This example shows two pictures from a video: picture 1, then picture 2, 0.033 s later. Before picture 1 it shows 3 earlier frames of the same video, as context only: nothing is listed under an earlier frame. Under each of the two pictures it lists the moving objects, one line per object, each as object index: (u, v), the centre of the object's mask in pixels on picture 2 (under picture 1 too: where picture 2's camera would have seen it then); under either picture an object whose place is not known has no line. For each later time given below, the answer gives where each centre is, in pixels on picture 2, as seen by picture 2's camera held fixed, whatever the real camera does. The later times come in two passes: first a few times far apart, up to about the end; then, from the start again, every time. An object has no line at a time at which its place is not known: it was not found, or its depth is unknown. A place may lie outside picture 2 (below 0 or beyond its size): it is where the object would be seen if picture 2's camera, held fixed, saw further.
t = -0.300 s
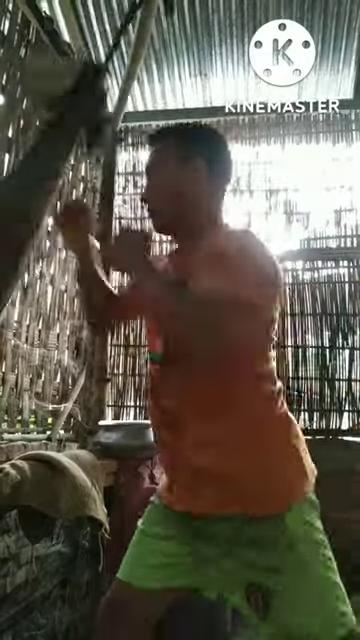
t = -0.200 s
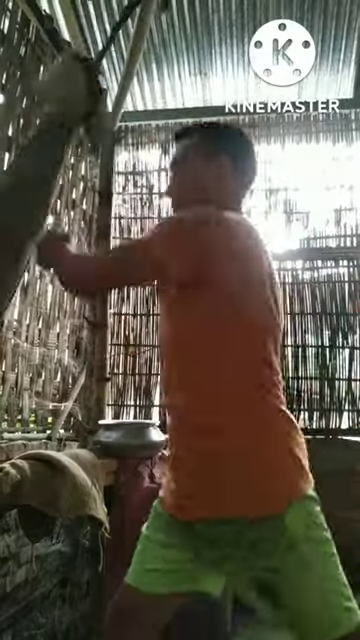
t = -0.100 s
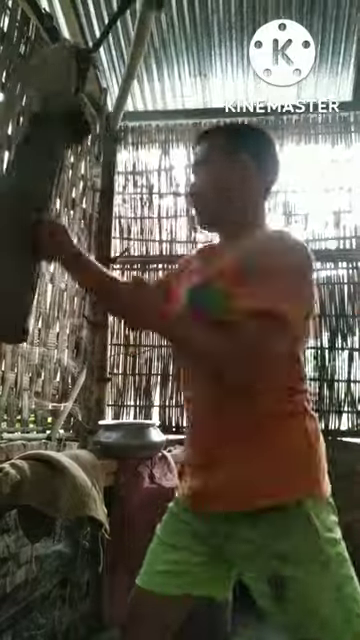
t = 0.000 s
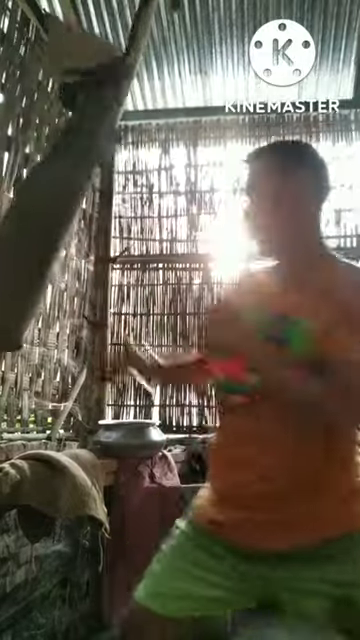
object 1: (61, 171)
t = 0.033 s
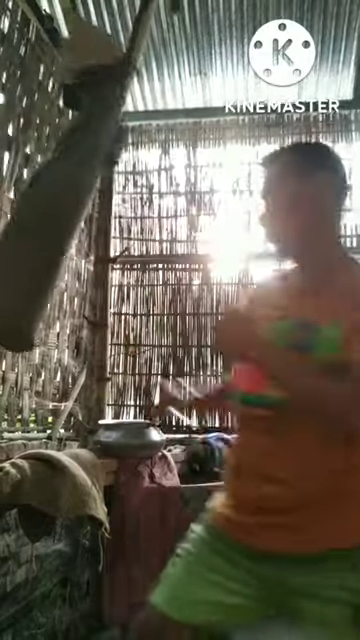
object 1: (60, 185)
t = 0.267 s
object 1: (169, 195)
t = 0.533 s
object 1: (282, 183)
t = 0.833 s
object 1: (263, 206)
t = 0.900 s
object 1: (242, 213)
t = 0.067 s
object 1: (69, 183)
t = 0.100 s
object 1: (84, 191)
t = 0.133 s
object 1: (93, 191)
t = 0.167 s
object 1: (104, 191)
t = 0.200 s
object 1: (118, 191)
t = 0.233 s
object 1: (135, 200)
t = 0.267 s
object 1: (169, 195)
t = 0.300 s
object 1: (187, 192)
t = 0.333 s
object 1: (205, 194)
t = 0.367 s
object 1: (218, 190)
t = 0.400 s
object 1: (232, 185)
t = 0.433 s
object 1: (257, 185)
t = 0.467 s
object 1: (268, 186)
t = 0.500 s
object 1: (276, 184)
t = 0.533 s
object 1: (282, 183)
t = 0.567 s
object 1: (288, 182)
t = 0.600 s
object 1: (295, 184)
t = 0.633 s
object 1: (295, 184)
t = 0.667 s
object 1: (295, 186)
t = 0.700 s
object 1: (292, 189)
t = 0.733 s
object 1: (290, 194)
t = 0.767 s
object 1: (280, 204)
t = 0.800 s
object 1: (272, 206)
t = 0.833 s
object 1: (263, 206)
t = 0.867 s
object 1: (253, 208)
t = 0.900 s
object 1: (242, 213)
